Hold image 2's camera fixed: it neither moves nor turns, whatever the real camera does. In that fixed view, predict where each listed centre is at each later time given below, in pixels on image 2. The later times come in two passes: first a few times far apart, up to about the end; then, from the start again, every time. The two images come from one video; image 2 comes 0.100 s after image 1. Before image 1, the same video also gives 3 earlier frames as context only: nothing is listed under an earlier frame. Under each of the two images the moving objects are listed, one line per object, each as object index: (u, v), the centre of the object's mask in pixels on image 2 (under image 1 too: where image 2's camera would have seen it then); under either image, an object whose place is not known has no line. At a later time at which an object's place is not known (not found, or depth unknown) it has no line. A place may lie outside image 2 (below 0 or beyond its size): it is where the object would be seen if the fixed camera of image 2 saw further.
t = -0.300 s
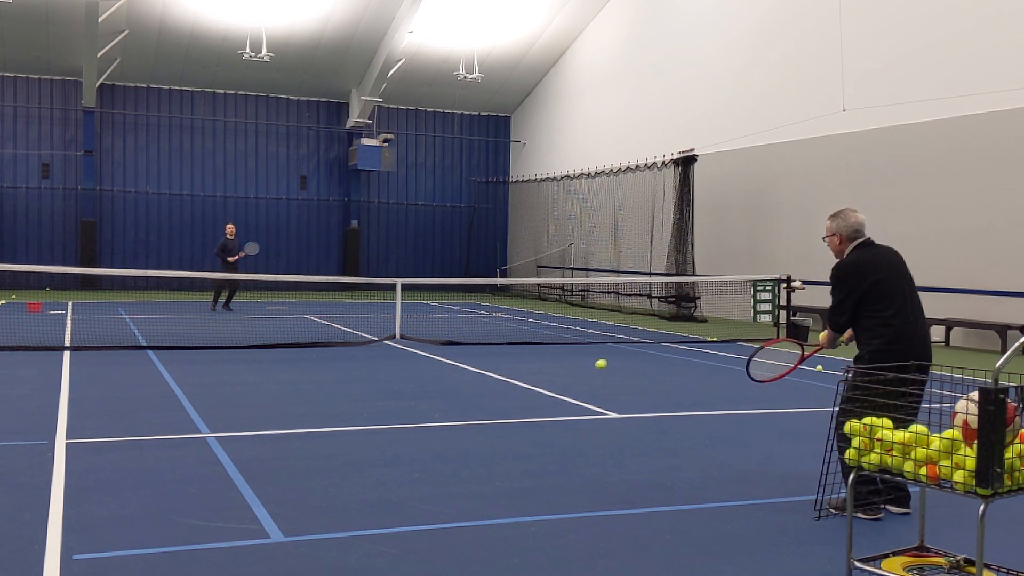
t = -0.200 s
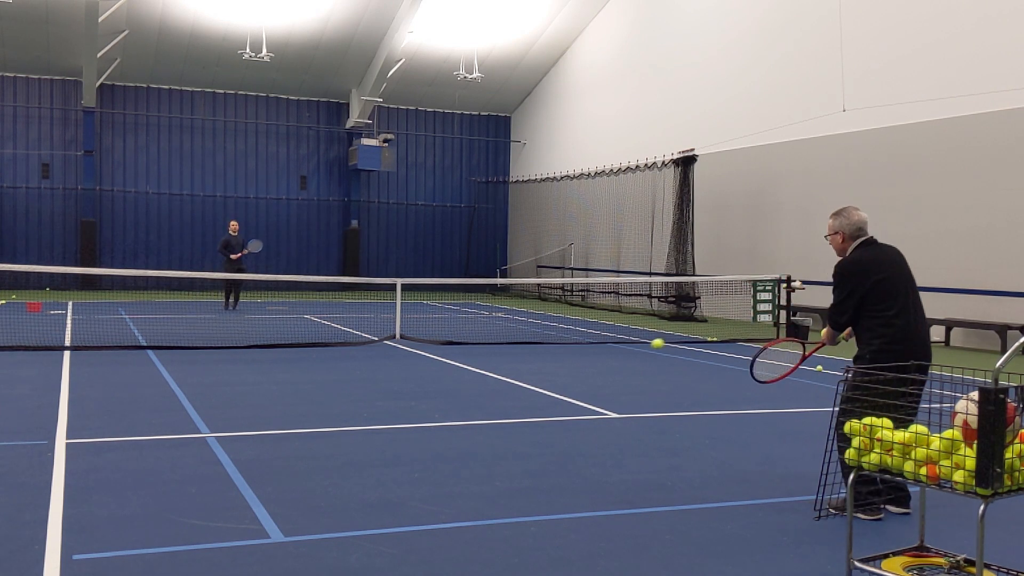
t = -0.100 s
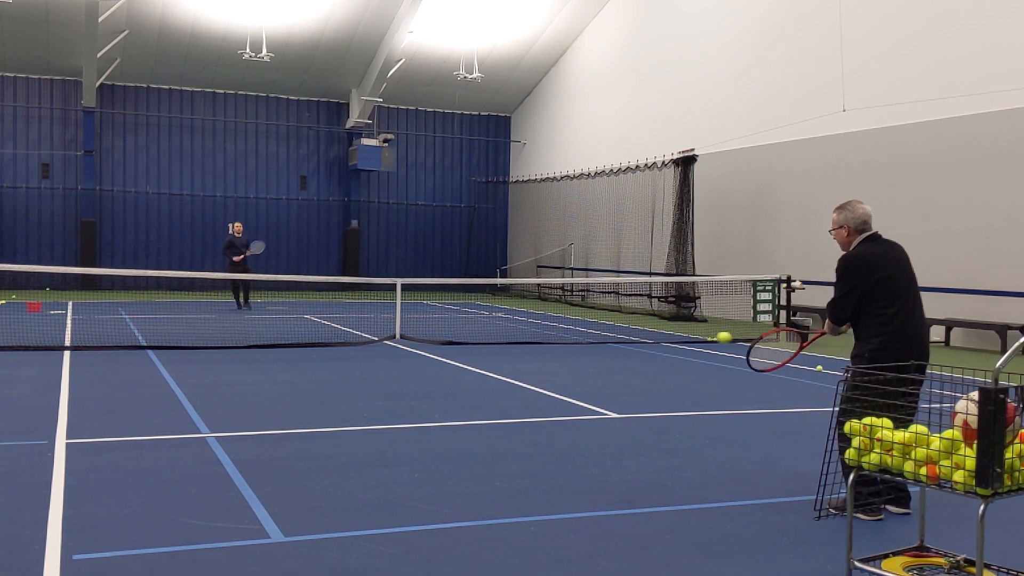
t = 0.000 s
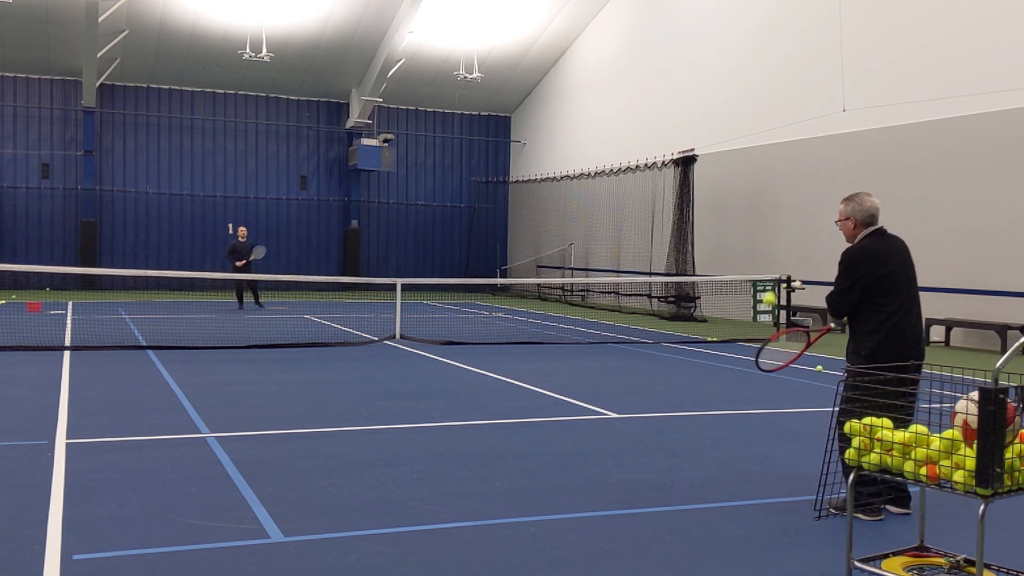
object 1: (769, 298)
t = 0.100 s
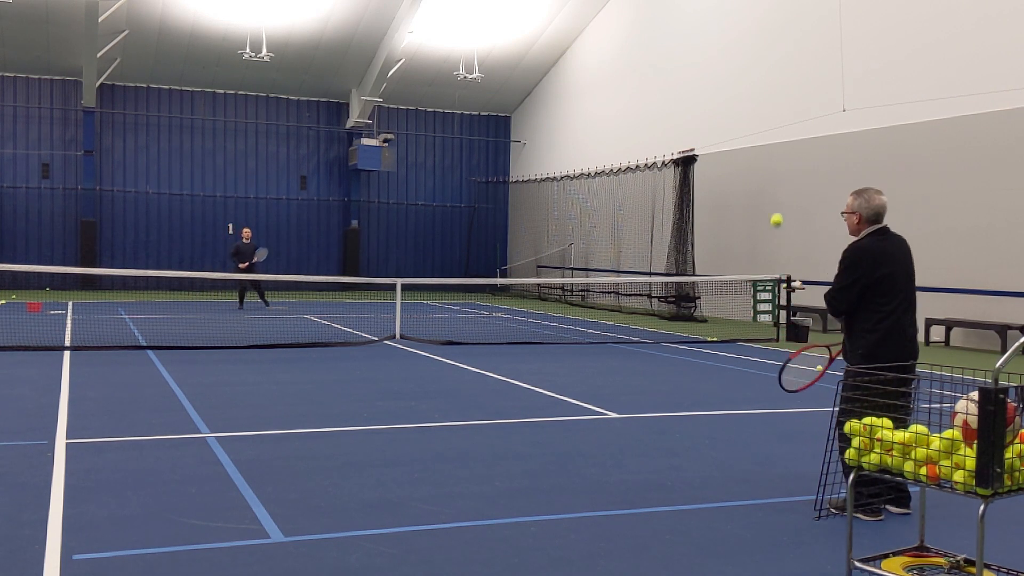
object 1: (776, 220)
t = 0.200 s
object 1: (783, 161)
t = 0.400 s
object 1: (795, 96)
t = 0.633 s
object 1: (804, 105)
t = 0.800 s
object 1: (808, 160)
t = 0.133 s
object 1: (778, 198)
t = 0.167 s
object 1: (781, 179)
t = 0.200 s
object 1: (783, 161)
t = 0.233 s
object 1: (785, 145)
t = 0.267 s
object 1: (787, 132)
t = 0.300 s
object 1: (789, 120)
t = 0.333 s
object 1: (791, 110)
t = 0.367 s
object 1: (793, 102)
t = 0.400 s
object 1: (795, 96)
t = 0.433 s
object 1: (796, 92)
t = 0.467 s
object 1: (798, 90)
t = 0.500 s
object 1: (799, 89)
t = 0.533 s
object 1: (800, 91)
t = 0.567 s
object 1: (802, 94)
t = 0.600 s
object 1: (803, 98)
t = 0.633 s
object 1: (804, 105)
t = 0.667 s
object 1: (805, 112)
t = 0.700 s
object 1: (806, 122)
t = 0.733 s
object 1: (807, 133)
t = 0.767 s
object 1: (808, 146)
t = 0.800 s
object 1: (808, 160)
